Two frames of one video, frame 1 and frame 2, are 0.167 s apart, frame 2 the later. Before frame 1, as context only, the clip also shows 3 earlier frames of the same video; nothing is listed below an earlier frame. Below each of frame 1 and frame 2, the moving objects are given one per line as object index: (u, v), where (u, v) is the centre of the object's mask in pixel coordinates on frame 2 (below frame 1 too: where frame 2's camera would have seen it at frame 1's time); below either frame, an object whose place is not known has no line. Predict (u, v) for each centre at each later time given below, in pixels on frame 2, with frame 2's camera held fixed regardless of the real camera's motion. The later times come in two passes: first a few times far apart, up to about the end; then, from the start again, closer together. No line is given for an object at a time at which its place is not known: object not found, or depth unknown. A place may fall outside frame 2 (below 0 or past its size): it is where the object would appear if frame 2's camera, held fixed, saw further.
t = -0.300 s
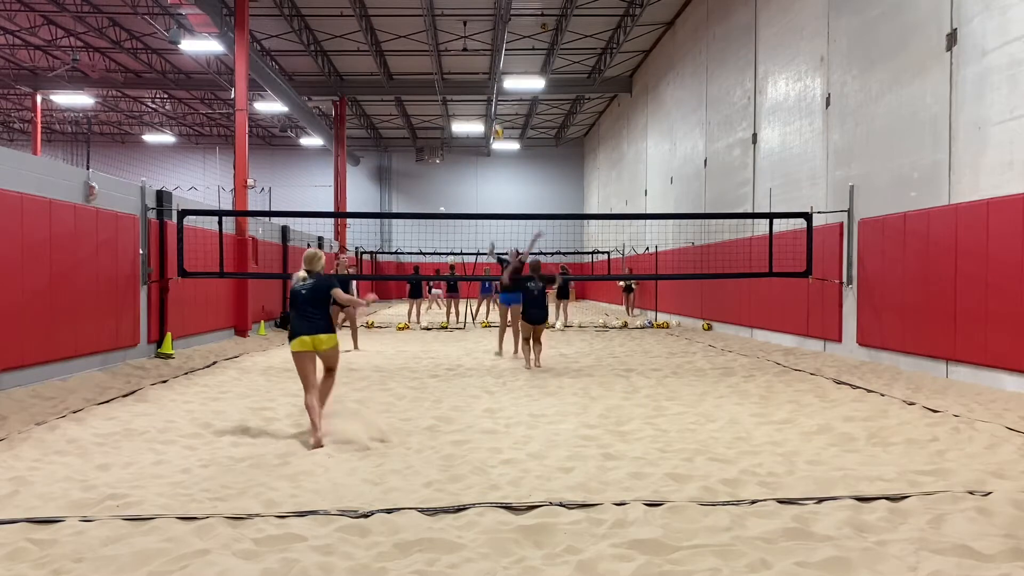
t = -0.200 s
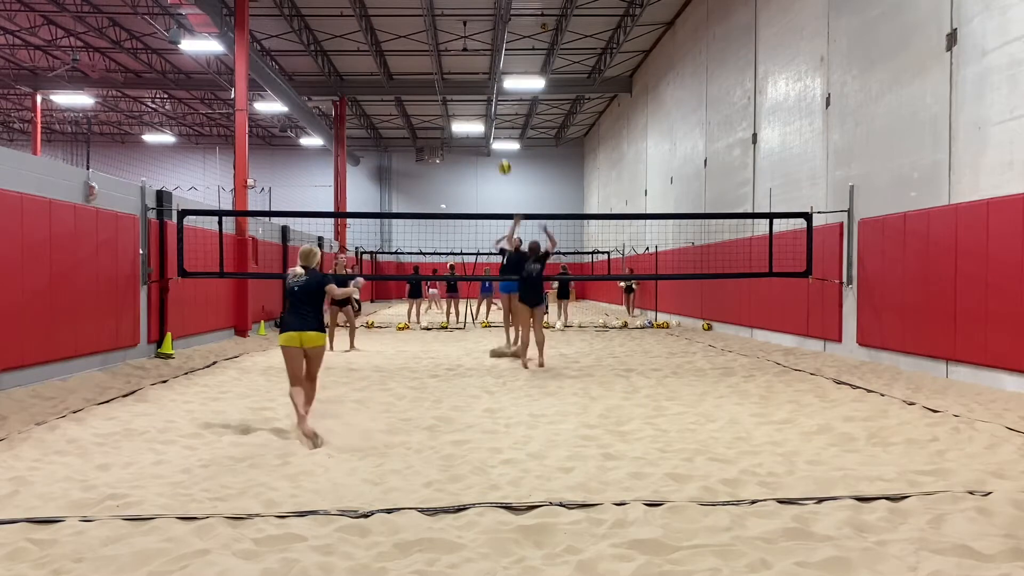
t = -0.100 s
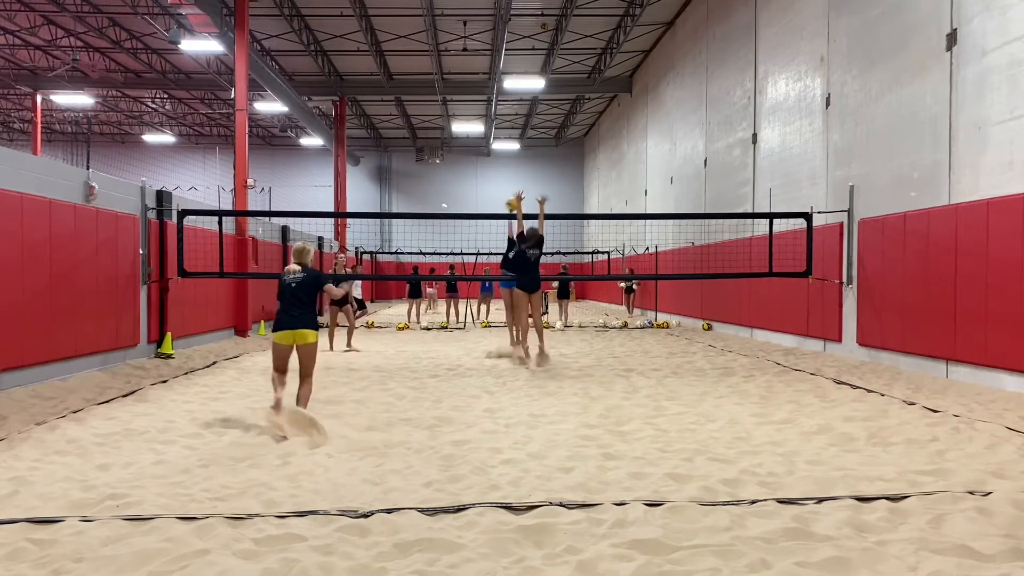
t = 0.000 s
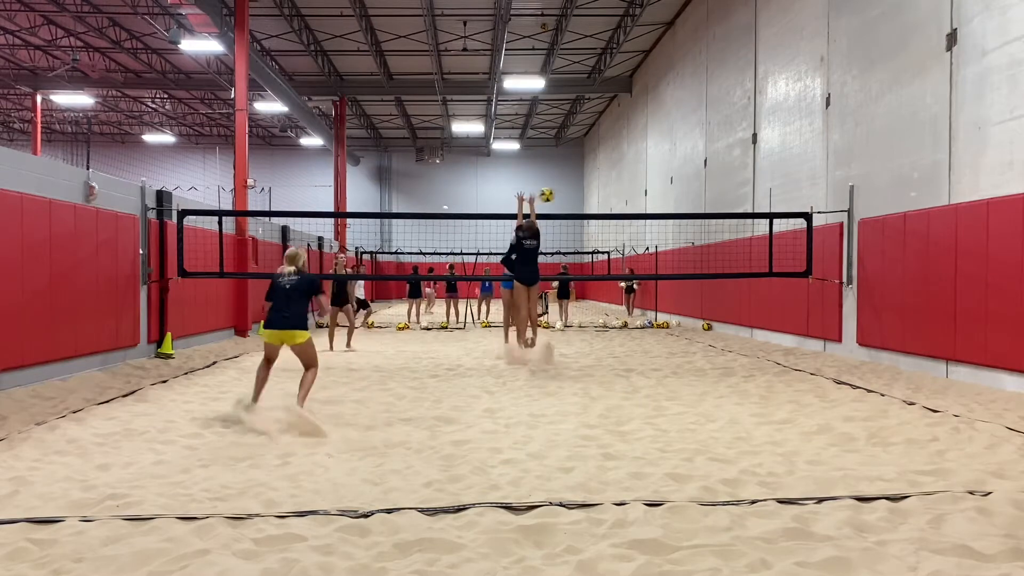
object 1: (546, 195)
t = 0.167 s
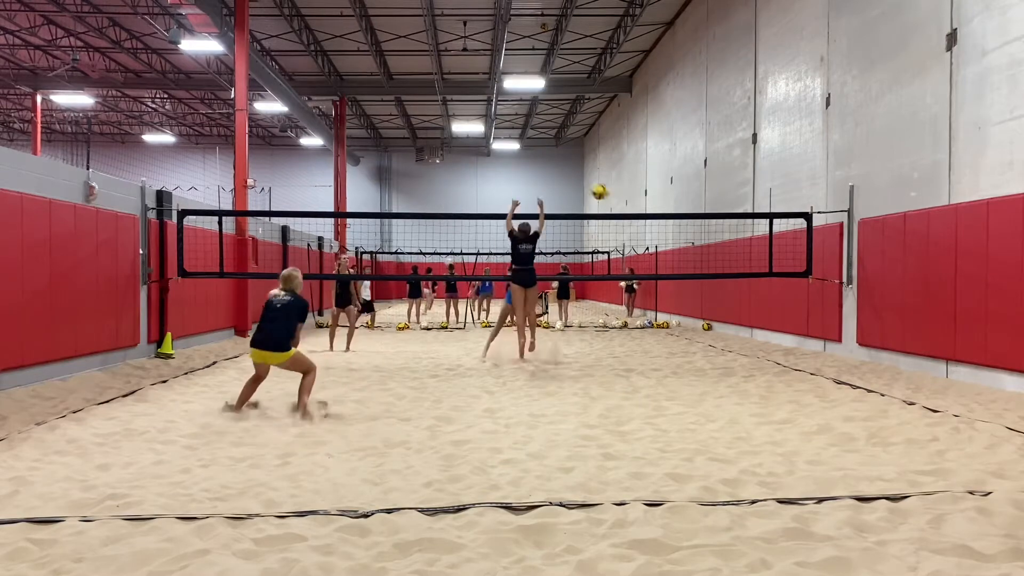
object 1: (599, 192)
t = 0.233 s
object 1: (624, 196)
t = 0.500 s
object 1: (737, 270)
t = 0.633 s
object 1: (808, 353)
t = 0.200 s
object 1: (611, 193)
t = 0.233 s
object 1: (624, 196)
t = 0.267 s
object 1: (635, 201)
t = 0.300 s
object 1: (649, 207)
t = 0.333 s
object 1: (662, 213)
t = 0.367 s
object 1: (675, 221)
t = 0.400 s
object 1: (691, 231)
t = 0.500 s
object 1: (737, 270)
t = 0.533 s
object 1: (754, 287)
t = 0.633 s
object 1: (808, 353)
